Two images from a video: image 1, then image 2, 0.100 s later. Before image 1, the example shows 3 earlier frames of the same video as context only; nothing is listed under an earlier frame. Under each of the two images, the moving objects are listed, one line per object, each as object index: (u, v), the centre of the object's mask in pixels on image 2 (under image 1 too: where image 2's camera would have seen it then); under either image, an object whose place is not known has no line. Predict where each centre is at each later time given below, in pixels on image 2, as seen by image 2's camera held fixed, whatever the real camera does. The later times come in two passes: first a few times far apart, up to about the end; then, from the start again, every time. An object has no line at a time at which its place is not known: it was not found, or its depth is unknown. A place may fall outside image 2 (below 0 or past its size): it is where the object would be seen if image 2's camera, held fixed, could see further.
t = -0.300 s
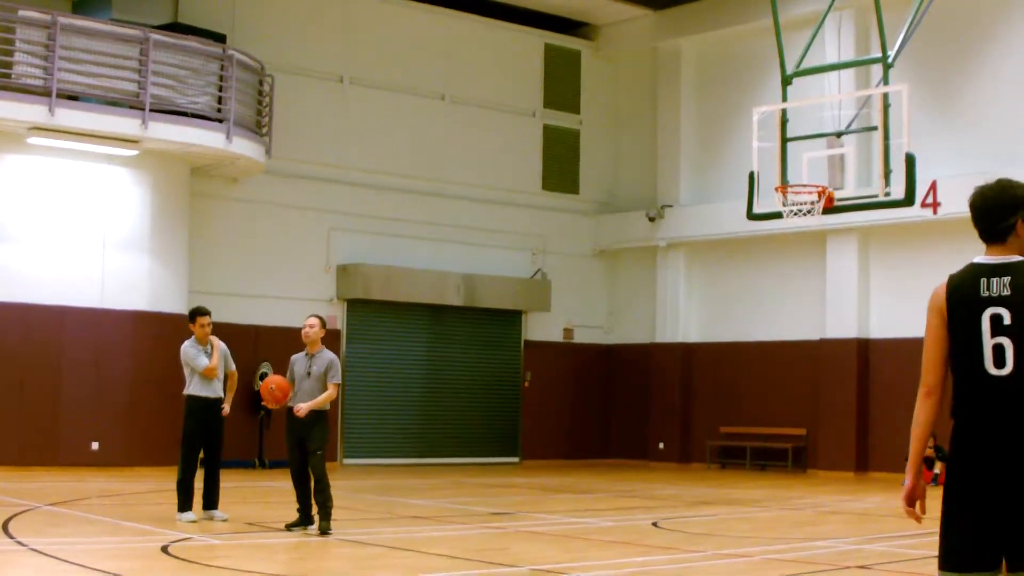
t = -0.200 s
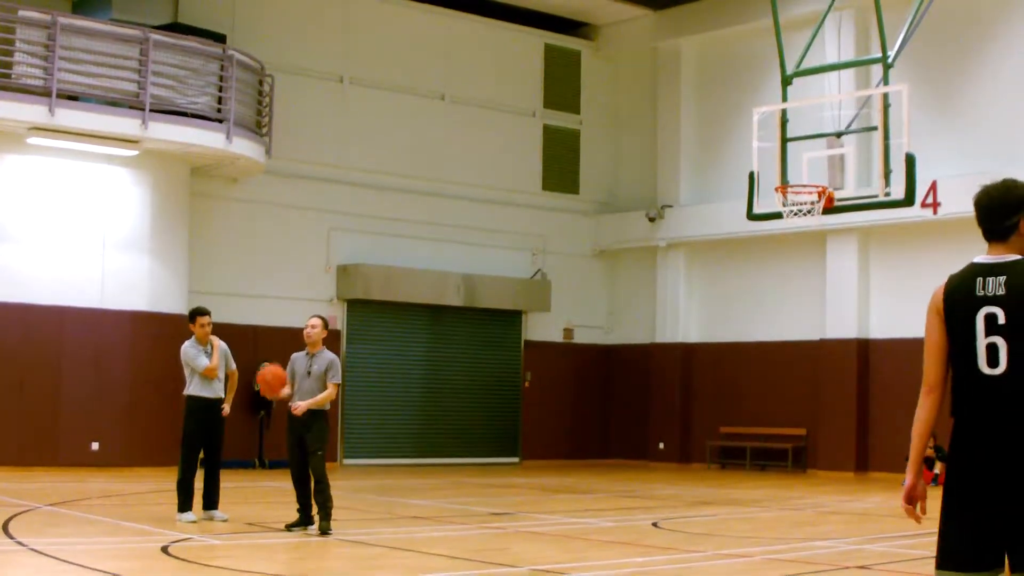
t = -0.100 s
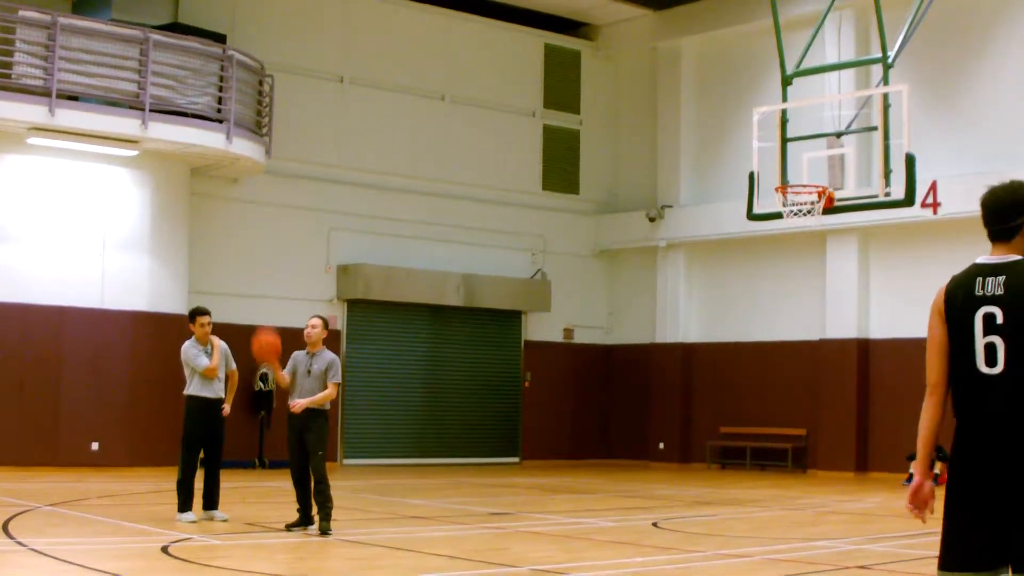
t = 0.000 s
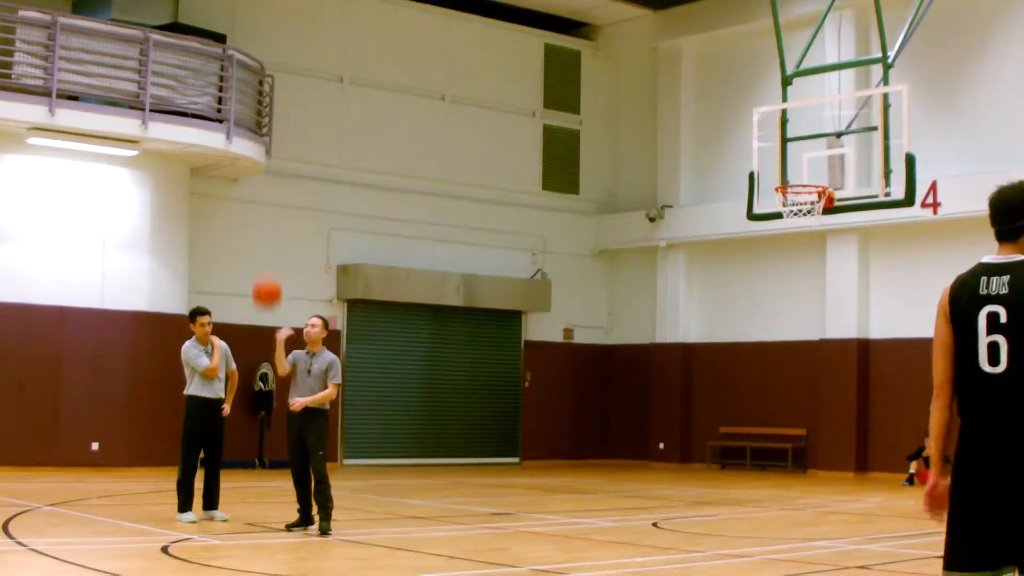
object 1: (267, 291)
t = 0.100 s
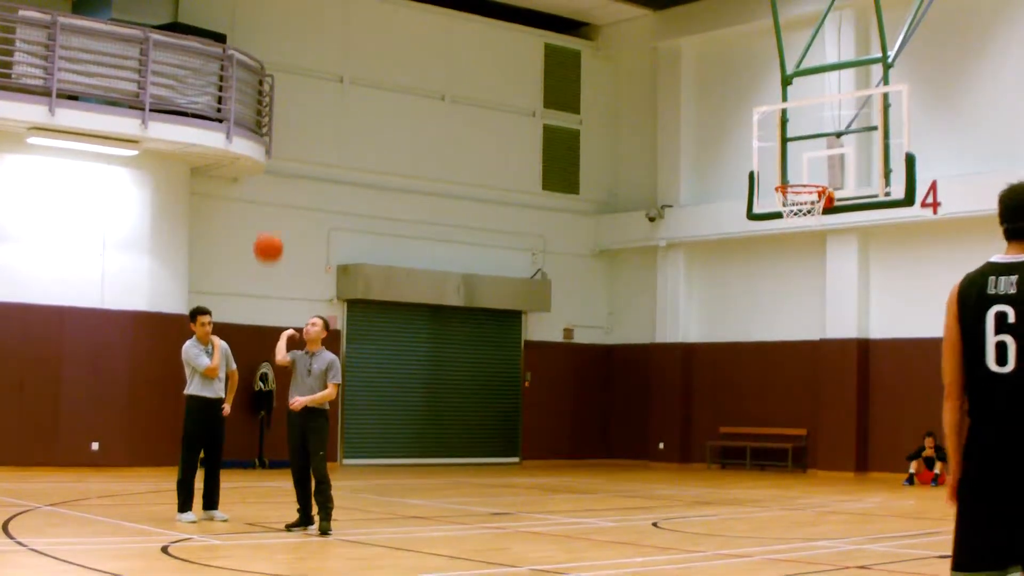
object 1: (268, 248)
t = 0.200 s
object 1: (269, 214)
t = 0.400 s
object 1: (270, 184)
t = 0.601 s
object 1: (269, 201)
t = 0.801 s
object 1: (267, 267)
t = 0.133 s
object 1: (269, 236)
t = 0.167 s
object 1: (269, 224)
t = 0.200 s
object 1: (269, 214)
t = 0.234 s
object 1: (270, 206)
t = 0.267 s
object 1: (270, 199)
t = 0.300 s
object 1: (270, 194)
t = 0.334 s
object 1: (270, 189)
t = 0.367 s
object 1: (270, 186)
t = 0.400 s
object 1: (270, 184)
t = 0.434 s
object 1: (270, 184)
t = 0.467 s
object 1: (270, 184)
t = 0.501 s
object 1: (270, 187)
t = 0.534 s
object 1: (270, 190)
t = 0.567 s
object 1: (270, 195)
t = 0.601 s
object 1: (269, 201)
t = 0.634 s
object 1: (269, 208)
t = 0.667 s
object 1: (268, 217)
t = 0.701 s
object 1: (268, 227)
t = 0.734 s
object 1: (268, 240)
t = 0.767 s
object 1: (267, 254)
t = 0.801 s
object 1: (267, 267)
